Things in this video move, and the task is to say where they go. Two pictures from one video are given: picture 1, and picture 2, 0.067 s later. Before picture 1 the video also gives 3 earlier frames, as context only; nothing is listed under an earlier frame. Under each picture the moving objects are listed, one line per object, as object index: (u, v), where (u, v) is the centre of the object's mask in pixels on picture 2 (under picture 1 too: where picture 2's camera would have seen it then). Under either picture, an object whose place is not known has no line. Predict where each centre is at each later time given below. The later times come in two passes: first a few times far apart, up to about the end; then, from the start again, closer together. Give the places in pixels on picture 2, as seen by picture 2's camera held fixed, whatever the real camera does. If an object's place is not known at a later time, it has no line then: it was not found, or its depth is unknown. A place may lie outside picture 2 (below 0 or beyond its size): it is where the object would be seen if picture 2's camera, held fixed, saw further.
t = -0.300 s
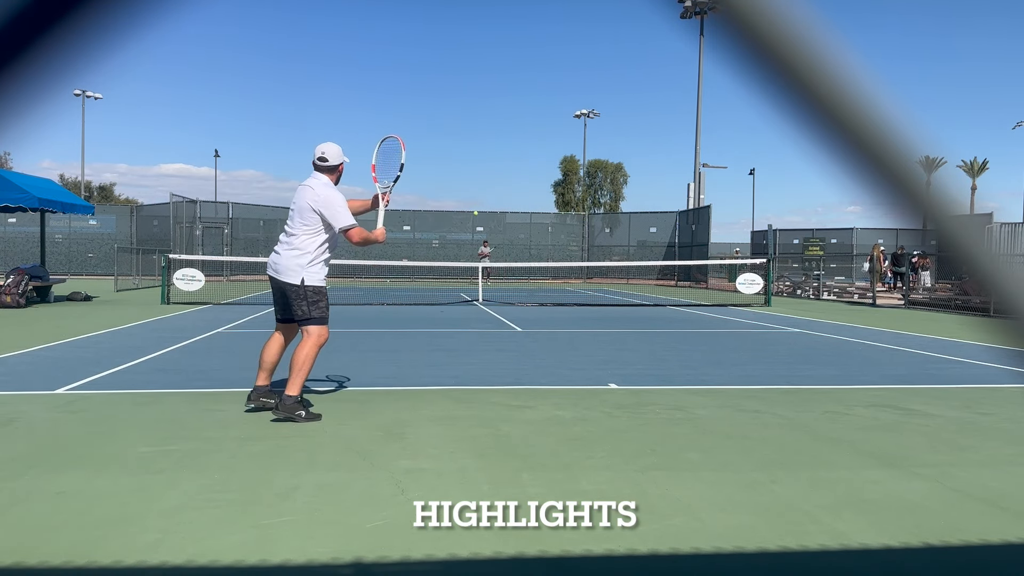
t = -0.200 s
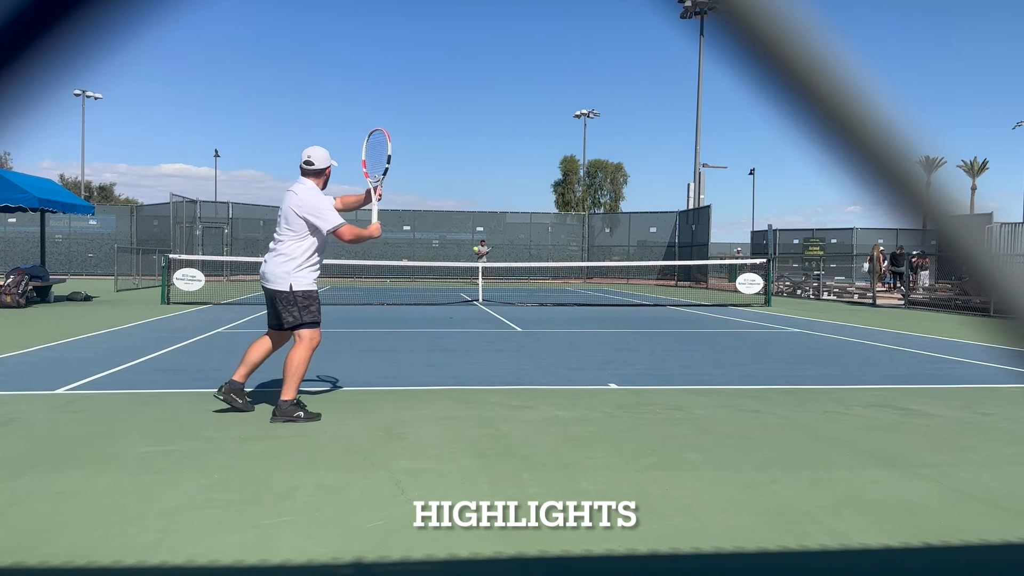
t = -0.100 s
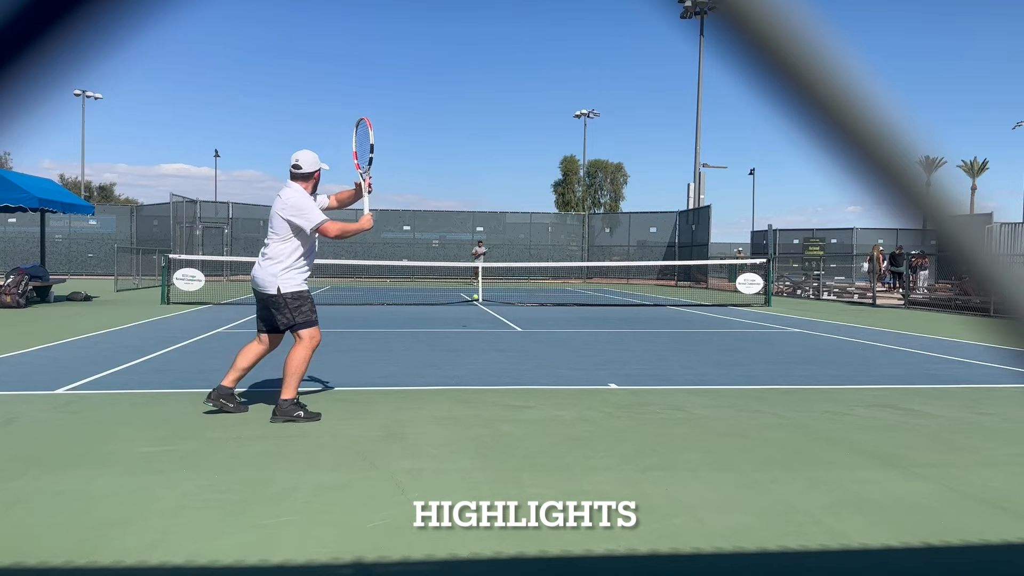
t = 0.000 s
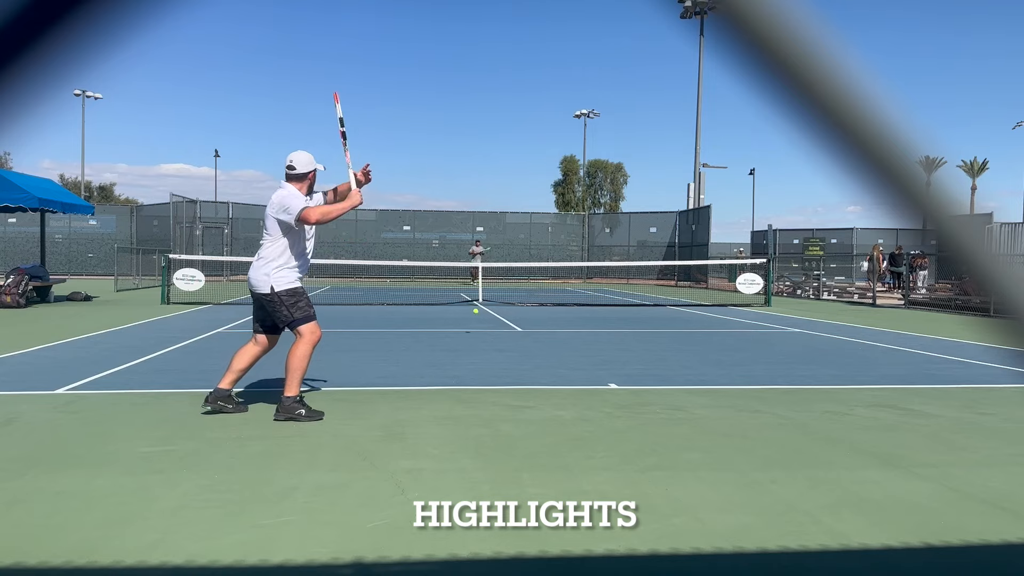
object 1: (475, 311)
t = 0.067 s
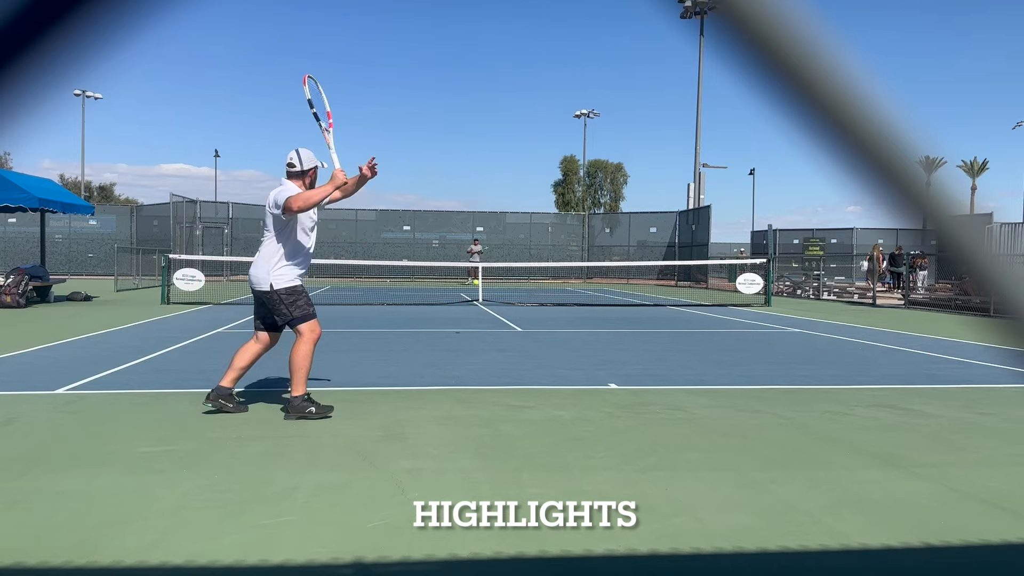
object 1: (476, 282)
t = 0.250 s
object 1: (477, 211)
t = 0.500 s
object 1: (477, 144)
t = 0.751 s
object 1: (477, 134)
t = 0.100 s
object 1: (476, 268)
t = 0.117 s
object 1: (476, 261)
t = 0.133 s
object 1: (476, 255)
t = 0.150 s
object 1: (476, 248)
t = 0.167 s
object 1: (476, 241)
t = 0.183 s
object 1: (476, 235)
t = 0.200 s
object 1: (477, 229)
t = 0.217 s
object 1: (476, 223)
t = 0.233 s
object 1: (476, 217)
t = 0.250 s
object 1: (477, 211)
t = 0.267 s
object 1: (477, 206)
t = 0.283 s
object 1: (477, 200)
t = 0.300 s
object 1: (477, 195)
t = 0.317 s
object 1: (477, 189)
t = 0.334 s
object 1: (477, 184)
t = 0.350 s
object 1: (477, 179)
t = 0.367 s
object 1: (477, 175)
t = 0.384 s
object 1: (477, 170)
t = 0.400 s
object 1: (477, 166)
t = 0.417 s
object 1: (477, 162)
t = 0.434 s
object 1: (477, 158)
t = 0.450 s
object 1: (477, 154)
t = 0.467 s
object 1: (477, 150)
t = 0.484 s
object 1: (477, 147)
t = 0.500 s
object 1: (477, 144)
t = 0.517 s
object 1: (477, 141)
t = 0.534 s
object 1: (477, 139)
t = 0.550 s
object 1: (477, 137)
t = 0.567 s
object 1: (477, 134)
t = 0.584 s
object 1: (478, 133)
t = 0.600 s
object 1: (478, 131)
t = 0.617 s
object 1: (477, 130)
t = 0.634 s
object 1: (478, 130)
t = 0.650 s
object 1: (477, 129)
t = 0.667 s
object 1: (478, 129)
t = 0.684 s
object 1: (477, 129)
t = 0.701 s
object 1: (477, 130)
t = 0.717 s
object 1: (477, 131)
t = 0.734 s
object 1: (477, 132)
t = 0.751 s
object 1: (477, 134)
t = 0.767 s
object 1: (477, 137)
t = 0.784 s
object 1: (477, 140)
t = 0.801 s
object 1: (477, 143)
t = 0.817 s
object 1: (477, 147)
